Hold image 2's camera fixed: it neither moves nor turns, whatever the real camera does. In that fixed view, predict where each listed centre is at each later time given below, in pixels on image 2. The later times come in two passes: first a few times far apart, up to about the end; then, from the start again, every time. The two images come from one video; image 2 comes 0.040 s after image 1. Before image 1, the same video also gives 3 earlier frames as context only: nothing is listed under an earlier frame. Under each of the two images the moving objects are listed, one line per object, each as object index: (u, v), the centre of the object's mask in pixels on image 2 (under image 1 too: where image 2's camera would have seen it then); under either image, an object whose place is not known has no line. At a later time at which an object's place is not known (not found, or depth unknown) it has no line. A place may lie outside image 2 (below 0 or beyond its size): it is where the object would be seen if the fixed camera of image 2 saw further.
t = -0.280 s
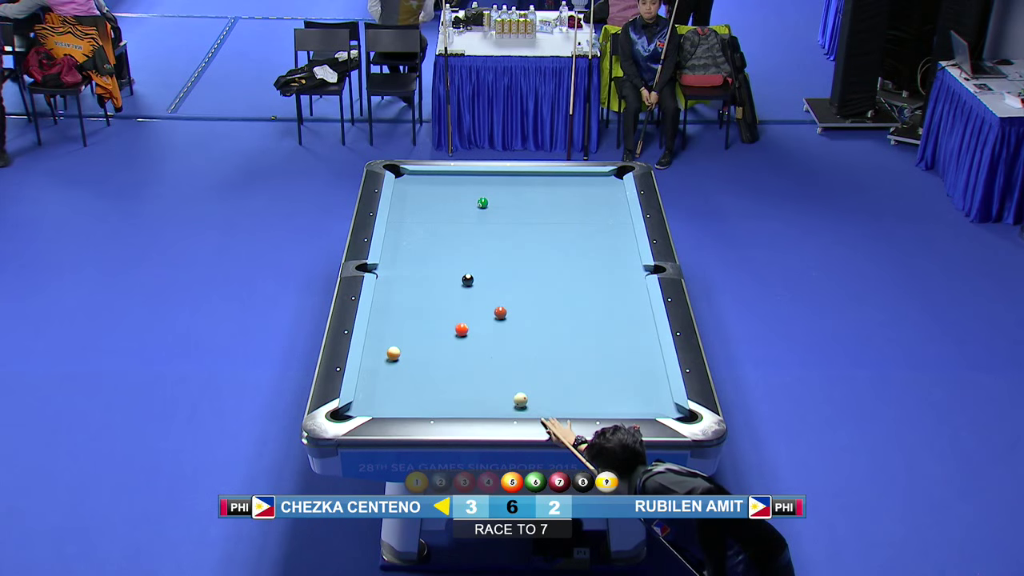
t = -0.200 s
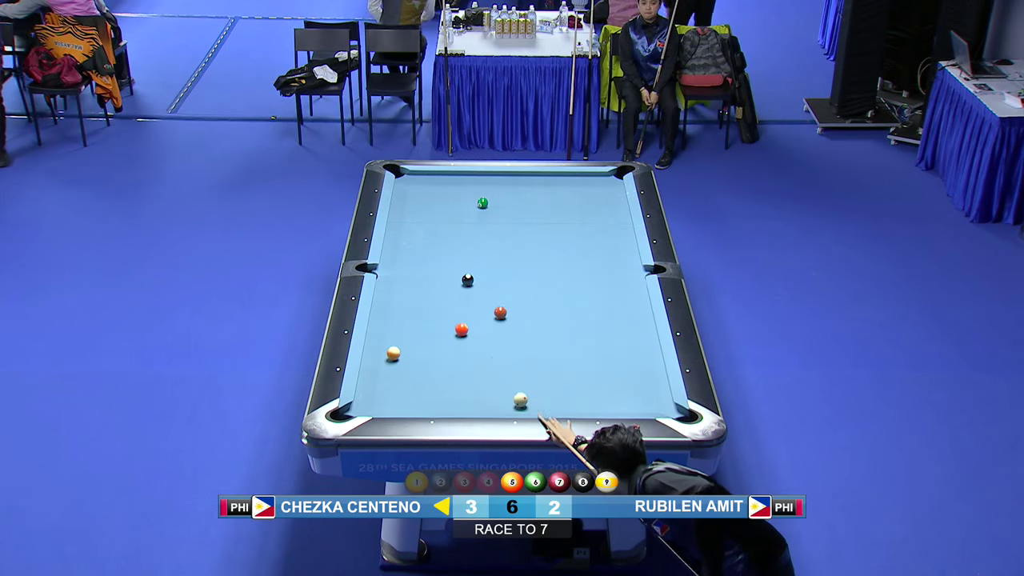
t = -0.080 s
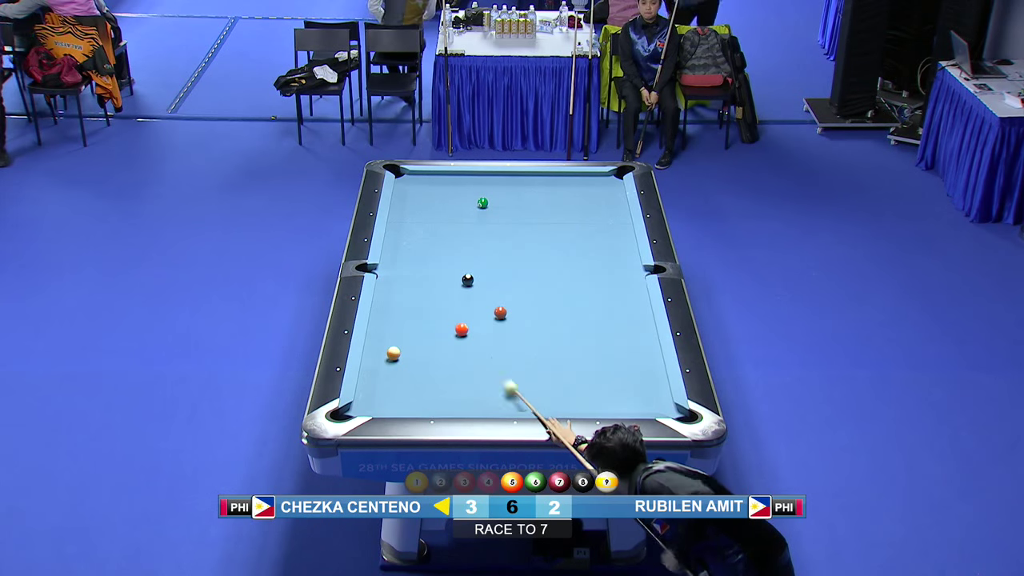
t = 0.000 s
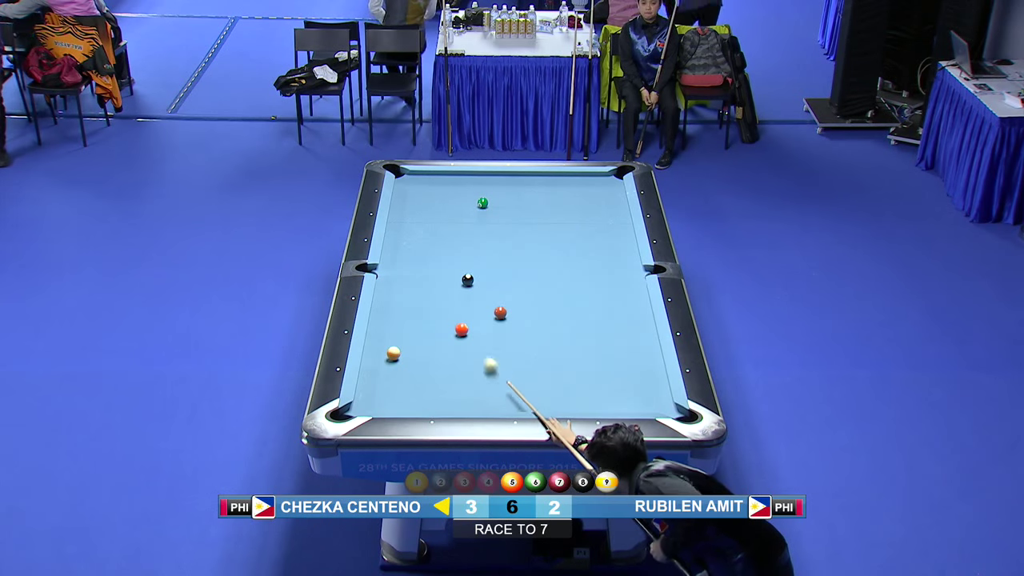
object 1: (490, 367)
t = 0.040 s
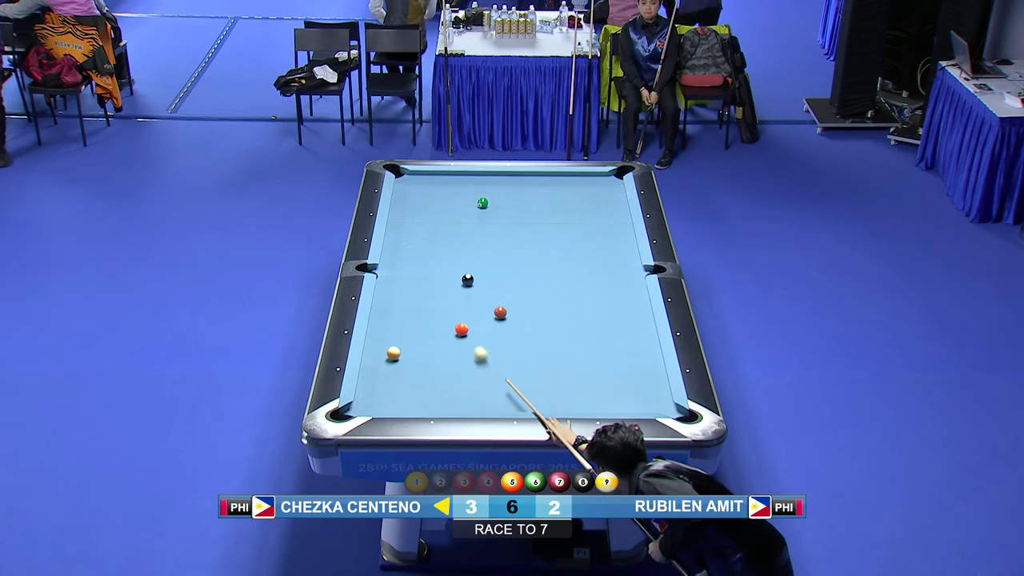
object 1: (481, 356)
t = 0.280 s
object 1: (442, 335)
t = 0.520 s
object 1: (408, 323)
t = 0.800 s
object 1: (380, 309)
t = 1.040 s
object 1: (398, 300)
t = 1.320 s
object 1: (416, 292)
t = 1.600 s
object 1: (433, 283)
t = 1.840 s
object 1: (446, 277)
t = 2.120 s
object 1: (460, 270)
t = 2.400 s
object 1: (473, 263)
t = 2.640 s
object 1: (484, 258)
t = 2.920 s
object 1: (495, 252)
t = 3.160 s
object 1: (503, 248)
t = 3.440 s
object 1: (513, 244)
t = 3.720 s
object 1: (521, 239)
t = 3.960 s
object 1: (528, 236)
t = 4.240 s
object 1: (534, 233)
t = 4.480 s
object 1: (540, 230)
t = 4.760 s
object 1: (545, 227)
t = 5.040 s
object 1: (550, 225)
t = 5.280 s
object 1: (553, 223)
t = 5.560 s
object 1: (556, 222)
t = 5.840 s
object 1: (559, 221)
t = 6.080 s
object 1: (560, 220)
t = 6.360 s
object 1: (561, 220)
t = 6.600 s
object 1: (562, 220)
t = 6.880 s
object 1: (562, 220)
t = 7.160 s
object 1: (562, 220)
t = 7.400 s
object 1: (562, 219)
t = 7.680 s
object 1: (562, 219)
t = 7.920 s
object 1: (562, 220)
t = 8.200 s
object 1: (562, 220)
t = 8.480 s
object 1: (562, 220)
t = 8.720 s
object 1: (562, 220)
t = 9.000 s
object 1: (562, 220)
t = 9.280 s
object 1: (562, 220)
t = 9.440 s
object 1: (562, 220)
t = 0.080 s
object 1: (471, 345)
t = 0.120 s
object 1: (463, 337)
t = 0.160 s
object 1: (457, 336)
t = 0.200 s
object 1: (452, 336)
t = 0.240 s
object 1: (447, 336)
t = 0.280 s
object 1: (442, 335)
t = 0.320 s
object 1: (436, 333)
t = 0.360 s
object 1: (430, 332)
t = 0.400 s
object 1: (425, 330)
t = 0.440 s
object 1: (419, 327)
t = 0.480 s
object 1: (414, 325)
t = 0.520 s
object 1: (408, 323)
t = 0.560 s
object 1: (402, 321)
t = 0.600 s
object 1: (397, 319)
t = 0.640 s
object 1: (391, 316)
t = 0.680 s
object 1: (386, 314)
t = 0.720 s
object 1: (381, 312)
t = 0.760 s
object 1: (376, 310)
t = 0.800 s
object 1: (380, 309)
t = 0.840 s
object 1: (383, 307)
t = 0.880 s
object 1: (386, 306)
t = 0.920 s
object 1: (389, 304)
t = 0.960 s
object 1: (392, 303)
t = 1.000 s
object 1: (395, 302)
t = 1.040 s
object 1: (398, 300)
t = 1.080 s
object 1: (400, 299)
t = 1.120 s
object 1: (403, 298)
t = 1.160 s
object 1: (405, 296)
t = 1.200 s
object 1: (408, 295)
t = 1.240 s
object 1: (411, 294)
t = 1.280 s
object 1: (414, 293)
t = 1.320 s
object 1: (416, 292)
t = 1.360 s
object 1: (418, 290)
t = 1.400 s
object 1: (421, 289)
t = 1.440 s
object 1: (423, 288)
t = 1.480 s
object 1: (426, 287)
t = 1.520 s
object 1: (428, 285)
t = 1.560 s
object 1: (430, 285)
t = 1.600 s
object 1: (433, 283)
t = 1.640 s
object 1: (435, 282)
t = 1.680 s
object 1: (438, 281)
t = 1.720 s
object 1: (440, 280)
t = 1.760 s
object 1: (442, 279)
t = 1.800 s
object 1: (444, 278)
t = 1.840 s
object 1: (446, 277)
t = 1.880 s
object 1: (448, 276)
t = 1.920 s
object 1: (450, 275)
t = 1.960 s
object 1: (452, 274)
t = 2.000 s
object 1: (454, 273)
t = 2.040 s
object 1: (456, 272)
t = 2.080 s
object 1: (458, 271)
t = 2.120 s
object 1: (460, 270)
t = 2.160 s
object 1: (462, 268)
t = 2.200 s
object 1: (464, 268)
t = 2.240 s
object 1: (466, 267)
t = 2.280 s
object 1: (468, 266)
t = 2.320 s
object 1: (470, 265)
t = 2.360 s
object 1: (472, 264)
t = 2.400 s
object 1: (473, 263)
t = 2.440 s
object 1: (475, 262)
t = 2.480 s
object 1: (477, 262)
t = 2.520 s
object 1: (479, 261)
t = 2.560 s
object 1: (480, 260)
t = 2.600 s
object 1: (482, 259)
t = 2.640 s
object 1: (484, 258)
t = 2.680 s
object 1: (485, 257)
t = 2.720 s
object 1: (487, 256)
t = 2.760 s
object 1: (489, 256)
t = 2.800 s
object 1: (490, 255)
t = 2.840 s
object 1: (492, 254)
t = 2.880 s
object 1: (493, 253)
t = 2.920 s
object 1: (495, 252)
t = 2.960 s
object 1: (496, 252)
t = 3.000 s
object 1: (498, 251)
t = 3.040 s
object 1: (499, 250)
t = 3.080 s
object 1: (501, 250)
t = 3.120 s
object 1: (502, 249)
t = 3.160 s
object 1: (503, 248)
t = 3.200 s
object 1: (505, 248)
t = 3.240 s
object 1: (506, 247)
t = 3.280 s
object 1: (508, 246)
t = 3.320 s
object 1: (509, 246)
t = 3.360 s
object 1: (510, 245)
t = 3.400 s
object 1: (511, 244)
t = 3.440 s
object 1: (513, 244)
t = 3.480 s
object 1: (514, 243)
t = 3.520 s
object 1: (515, 242)
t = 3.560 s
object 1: (516, 242)
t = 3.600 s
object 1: (518, 241)
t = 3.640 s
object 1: (519, 241)
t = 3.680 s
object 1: (520, 240)
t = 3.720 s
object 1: (521, 239)
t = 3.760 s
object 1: (522, 239)
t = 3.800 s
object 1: (523, 238)
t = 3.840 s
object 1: (524, 238)
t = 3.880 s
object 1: (526, 237)
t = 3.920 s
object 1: (527, 237)
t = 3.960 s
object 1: (528, 236)
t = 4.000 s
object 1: (529, 236)
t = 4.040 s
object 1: (530, 235)
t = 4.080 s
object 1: (531, 234)
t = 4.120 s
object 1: (532, 234)
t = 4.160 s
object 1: (533, 233)
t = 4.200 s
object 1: (533, 233)
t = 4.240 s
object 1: (534, 233)
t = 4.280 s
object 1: (535, 232)
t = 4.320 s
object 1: (536, 231)
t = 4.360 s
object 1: (537, 231)
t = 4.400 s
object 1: (538, 231)
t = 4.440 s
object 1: (539, 230)
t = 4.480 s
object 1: (540, 230)
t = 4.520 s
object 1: (540, 229)
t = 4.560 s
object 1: (541, 229)
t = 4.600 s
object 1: (542, 229)
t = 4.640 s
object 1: (543, 228)
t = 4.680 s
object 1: (544, 228)
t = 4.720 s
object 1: (544, 228)
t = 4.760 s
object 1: (545, 227)
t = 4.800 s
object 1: (546, 227)
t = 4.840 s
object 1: (547, 227)
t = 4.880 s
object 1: (547, 226)
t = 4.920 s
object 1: (548, 226)
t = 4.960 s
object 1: (549, 226)
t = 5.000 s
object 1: (549, 226)
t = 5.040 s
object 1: (550, 225)
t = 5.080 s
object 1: (551, 225)
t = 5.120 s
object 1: (551, 225)
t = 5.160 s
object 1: (552, 224)
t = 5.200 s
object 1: (552, 224)
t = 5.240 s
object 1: (553, 224)
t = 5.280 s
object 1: (553, 223)
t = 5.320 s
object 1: (554, 223)
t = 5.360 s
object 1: (554, 223)
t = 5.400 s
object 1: (555, 223)
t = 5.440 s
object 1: (555, 223)
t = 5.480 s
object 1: (555, 222)
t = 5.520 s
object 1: (556, 222)
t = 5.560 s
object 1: (556, 222)
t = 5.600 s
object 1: (556, 222)
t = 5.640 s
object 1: (557, 222)
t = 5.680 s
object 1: (557, 221)
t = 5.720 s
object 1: (558, 221)
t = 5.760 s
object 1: (558, 221)
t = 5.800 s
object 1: (558, 221)
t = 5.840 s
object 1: (559, 221)
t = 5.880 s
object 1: (559, 221)
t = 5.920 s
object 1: (559, 221)
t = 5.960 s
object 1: (559, 221)
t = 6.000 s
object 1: (560, 220)
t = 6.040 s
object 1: (560, 220)
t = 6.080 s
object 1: (560, 220)
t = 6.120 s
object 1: (560, 220)
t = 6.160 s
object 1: (561, 220)
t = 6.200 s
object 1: (561, 220)
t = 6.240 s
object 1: (561, 220)
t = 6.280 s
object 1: (561, 220)
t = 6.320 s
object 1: (561, 220)
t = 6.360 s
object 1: (561, 220)
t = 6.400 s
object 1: (561, 219)
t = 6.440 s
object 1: (561, 220)
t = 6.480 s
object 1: (562, 220)
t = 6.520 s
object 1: (562, 219)
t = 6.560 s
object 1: (562, 219)
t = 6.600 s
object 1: (562, 220)
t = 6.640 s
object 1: (562, 220)
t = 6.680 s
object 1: (562, 220)
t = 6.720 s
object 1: (562, 220)
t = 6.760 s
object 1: (562, 220)
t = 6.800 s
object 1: (562, 220)
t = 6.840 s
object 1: (562, 220)
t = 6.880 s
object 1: (562, 220)
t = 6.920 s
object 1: (562, 220)
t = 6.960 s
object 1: (562, 220)
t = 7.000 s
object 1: (562, 220)
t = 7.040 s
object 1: (562, 220)
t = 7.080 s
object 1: (562, 220)
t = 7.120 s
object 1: (562, 220)
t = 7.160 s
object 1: (562, 220)
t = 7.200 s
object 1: (562, 220)
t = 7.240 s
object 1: (562, 220)
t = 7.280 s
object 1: (562, 220)
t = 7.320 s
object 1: (562, 220)
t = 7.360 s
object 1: (562, 220)
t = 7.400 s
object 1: (562, 219)
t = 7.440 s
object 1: (562, 219)
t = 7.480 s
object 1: (562, 220)
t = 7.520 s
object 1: (562, 220)
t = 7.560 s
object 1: (562, 220)
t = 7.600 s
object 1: (562, 220)
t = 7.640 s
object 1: (562, 219)
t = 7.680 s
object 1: (562, 219)
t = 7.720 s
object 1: (562, 220)
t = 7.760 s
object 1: (562, 220)
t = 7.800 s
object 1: (562, 220)
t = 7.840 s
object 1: (562, 220)
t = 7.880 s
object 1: (562, 220)
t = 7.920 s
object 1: (562, 220)
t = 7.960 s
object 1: (562, 220)
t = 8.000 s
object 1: (562, 220)
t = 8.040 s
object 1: (562, 220)
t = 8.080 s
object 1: (562, 220)
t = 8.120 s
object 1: (562, 220)
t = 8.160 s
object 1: (562, 220)
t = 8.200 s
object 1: (562, 220)
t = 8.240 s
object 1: (562, 220)
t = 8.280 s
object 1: (562, 220)
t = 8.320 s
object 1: (562, 220)
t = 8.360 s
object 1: (562, 220)
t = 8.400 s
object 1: (562, 220)
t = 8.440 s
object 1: (562, 220)
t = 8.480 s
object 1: (562, 220)
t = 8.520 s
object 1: (562, 220)
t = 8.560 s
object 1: (562, 220)
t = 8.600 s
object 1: (562, 220)
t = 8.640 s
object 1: (562, 220)
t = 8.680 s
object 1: (562, 220)
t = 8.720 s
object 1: (562, 220)
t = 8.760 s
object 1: (562, 220)
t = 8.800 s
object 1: (562, 220)
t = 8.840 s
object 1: (562, 220)
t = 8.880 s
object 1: (562, 220)
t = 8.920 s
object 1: (562, 220)
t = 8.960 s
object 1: (562, 220)
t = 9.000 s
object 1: (562, 220)
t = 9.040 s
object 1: (562, 220)
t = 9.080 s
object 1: (562, 220)
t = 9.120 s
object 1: (562, 220)
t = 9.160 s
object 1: (562, 220)
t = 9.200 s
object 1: (562, 220)
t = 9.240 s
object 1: (562, 220)
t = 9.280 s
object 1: (562, 220)
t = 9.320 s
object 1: (562, 220)
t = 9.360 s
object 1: (562, 220)
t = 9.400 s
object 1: (562, 220)
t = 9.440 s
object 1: (562, 220)
